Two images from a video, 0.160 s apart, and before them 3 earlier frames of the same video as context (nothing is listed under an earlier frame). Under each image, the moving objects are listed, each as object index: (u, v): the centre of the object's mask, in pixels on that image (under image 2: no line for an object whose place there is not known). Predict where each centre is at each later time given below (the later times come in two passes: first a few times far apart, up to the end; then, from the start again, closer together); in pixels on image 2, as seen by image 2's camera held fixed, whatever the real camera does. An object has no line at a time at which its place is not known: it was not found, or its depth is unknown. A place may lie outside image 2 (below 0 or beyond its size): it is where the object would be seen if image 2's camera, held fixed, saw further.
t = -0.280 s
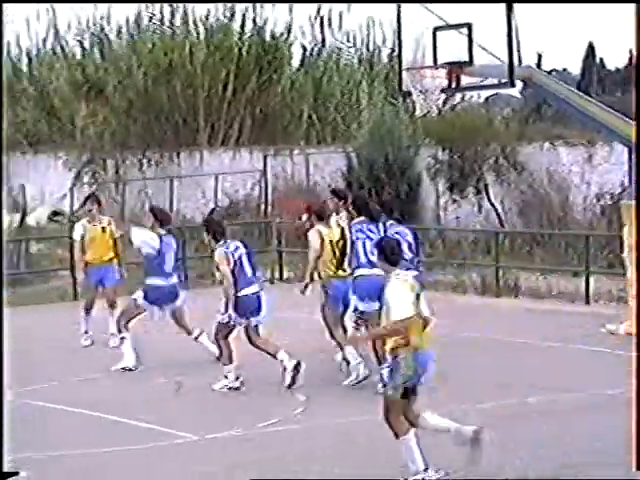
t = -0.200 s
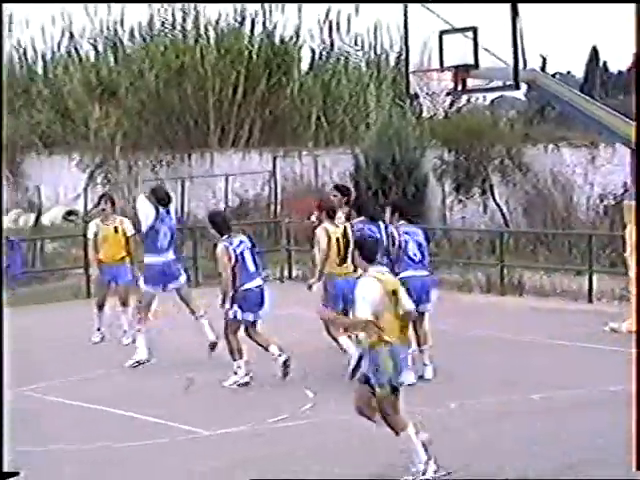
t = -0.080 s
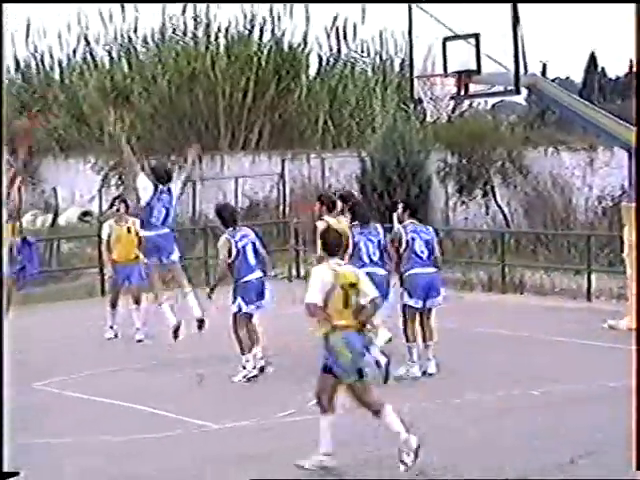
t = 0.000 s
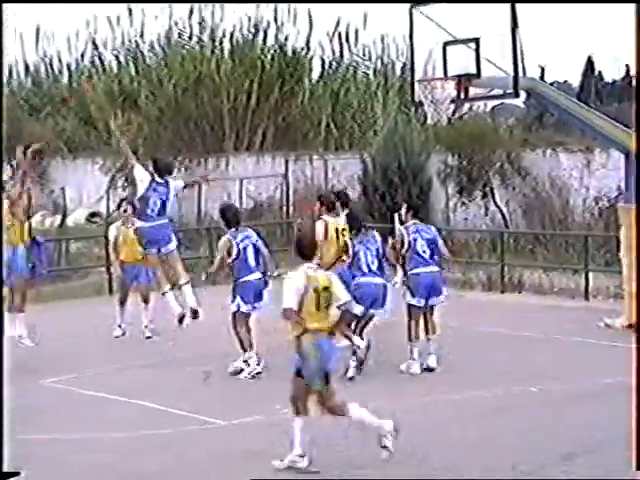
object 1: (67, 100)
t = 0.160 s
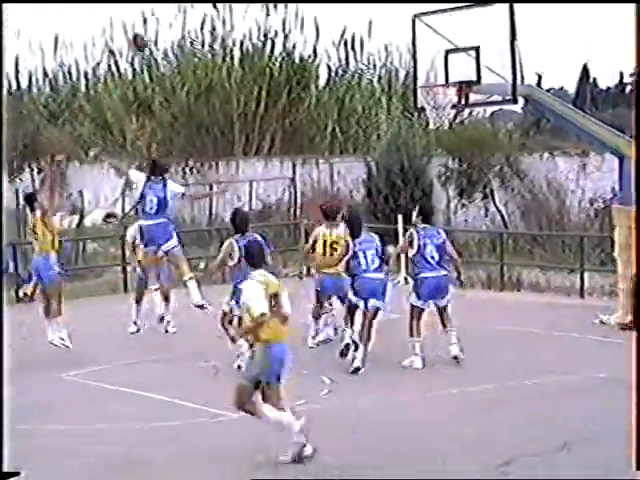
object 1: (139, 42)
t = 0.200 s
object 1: (153, 33)
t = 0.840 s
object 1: (393, 41)
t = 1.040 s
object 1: (434, 98)
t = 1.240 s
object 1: (424, 109)
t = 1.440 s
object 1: (425, 118)
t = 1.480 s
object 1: (429, 126)
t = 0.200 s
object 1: (153, 33)
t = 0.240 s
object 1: (169, 22)
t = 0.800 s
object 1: (379, 29)
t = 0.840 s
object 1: (393, 41)
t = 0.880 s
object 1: (409, 53)
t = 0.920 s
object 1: (425, 65)
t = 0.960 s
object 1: (436, 80)
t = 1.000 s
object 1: (443, 93)
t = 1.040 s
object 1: (434, 98)
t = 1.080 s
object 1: (432, 111)
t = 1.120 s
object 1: (427, 110)
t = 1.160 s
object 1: (425, 111)
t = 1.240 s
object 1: (424, 109)
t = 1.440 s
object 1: (425, 118)
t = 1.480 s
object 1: (429, 126)
